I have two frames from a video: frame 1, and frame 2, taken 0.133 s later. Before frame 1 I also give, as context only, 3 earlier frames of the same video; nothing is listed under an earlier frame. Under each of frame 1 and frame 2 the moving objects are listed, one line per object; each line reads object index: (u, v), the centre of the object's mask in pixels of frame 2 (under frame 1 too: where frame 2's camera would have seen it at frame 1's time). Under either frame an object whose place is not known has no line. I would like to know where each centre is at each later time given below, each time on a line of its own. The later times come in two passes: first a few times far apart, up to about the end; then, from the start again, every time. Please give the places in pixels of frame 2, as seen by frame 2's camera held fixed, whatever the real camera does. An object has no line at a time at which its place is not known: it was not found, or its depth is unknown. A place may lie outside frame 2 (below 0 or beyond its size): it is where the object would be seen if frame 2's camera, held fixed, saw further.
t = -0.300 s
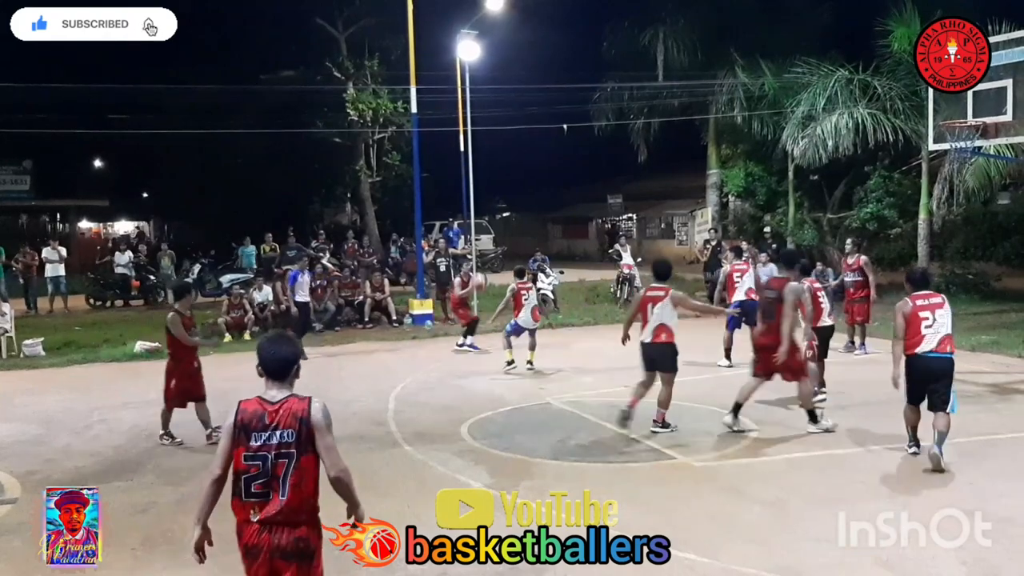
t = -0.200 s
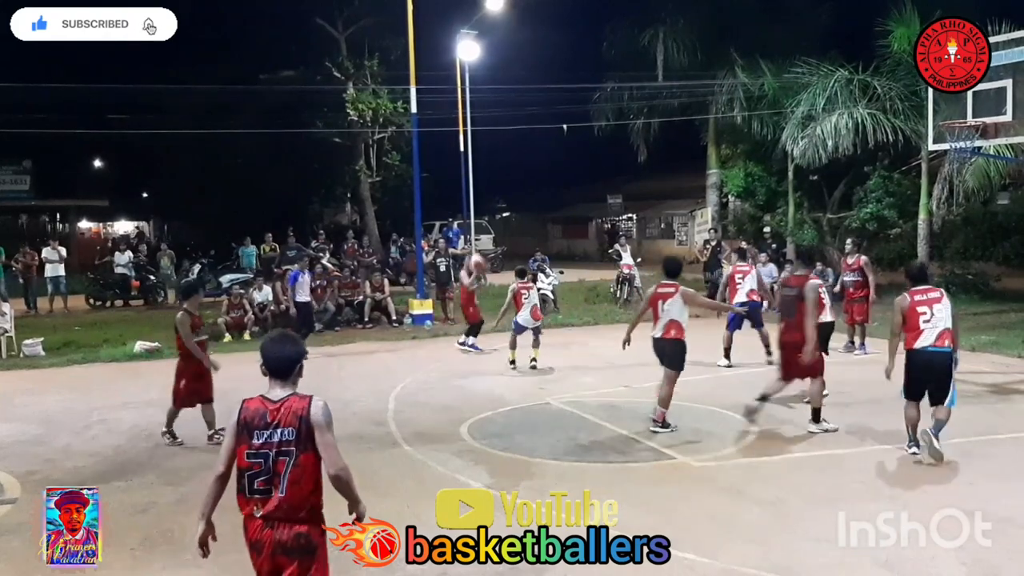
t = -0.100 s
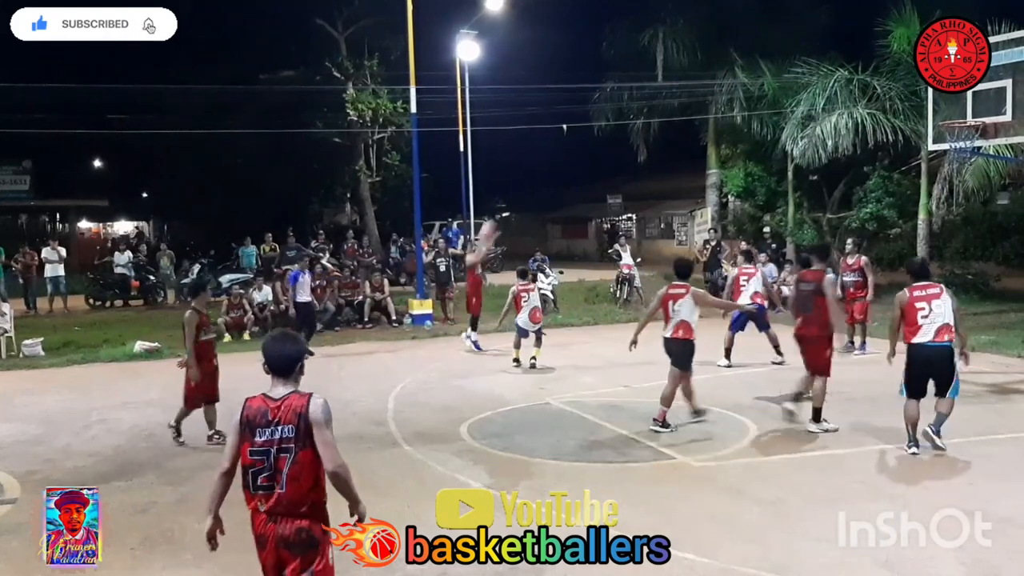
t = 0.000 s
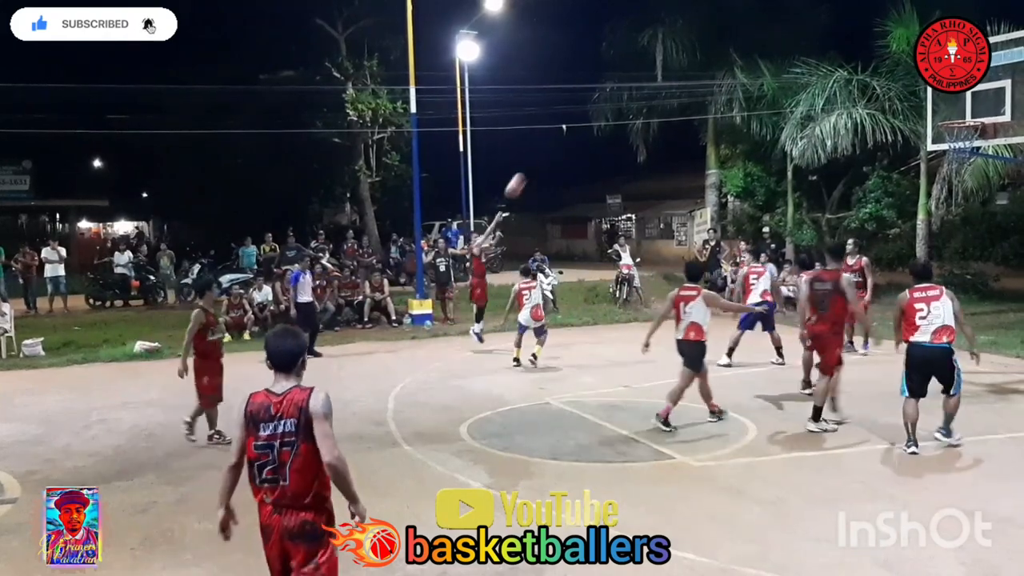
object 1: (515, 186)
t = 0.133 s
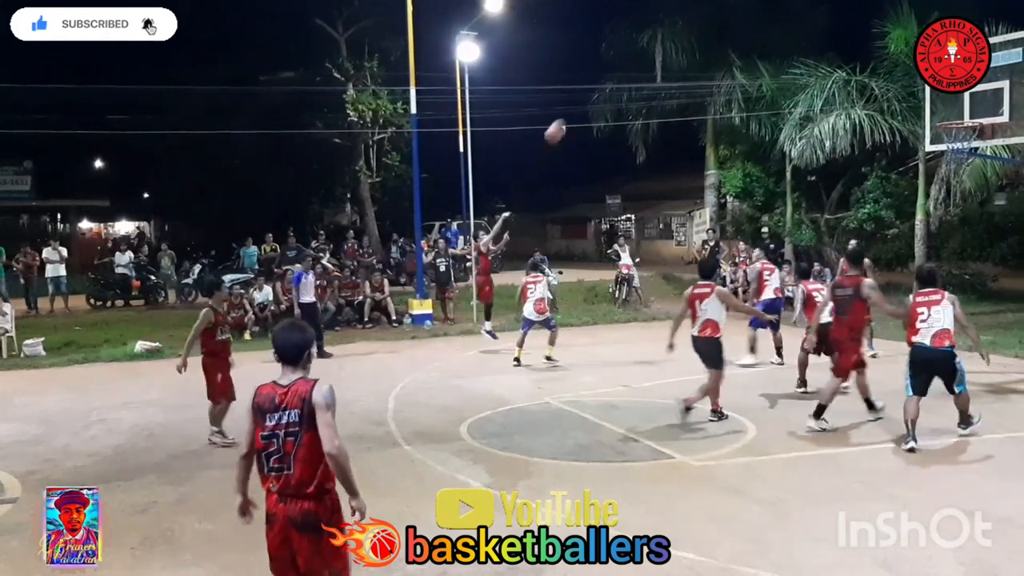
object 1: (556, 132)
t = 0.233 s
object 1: (588, 96)
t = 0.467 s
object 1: (667, 36)
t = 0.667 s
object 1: (741, 10)
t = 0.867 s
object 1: (818, 16)
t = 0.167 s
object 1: (567, 118)
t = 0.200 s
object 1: (577, 107)
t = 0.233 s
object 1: (588, 96)
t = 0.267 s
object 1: (599, 85)
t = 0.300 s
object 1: (610, 76)
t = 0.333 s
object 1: (620, 67)
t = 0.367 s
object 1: (632, 58)
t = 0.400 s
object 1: (643, 50)
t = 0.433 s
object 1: (655, 42)
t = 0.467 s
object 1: (667, 36)
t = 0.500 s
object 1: (679, 29)
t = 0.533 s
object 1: (691, 24)
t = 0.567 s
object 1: (703, 20)
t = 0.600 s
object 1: (716, 16)
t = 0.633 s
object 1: (728, 13)
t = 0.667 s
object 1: (741, 10)
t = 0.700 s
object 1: (753, 9)
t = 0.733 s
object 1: (766, 9)
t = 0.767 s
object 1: (779, 10)
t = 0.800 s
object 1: (792, 11)
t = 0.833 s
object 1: (804, 13)
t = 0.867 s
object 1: (818, 16)
